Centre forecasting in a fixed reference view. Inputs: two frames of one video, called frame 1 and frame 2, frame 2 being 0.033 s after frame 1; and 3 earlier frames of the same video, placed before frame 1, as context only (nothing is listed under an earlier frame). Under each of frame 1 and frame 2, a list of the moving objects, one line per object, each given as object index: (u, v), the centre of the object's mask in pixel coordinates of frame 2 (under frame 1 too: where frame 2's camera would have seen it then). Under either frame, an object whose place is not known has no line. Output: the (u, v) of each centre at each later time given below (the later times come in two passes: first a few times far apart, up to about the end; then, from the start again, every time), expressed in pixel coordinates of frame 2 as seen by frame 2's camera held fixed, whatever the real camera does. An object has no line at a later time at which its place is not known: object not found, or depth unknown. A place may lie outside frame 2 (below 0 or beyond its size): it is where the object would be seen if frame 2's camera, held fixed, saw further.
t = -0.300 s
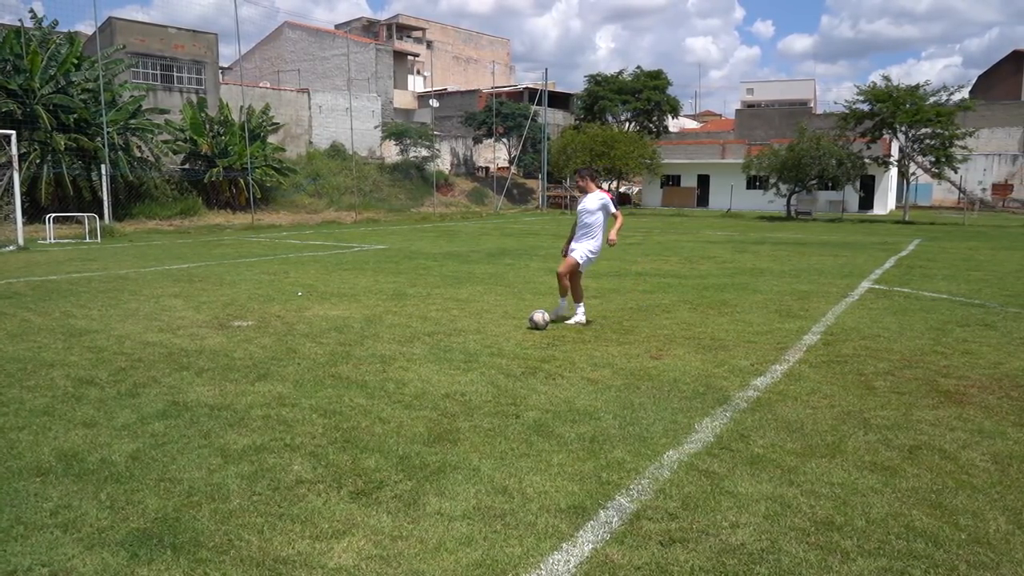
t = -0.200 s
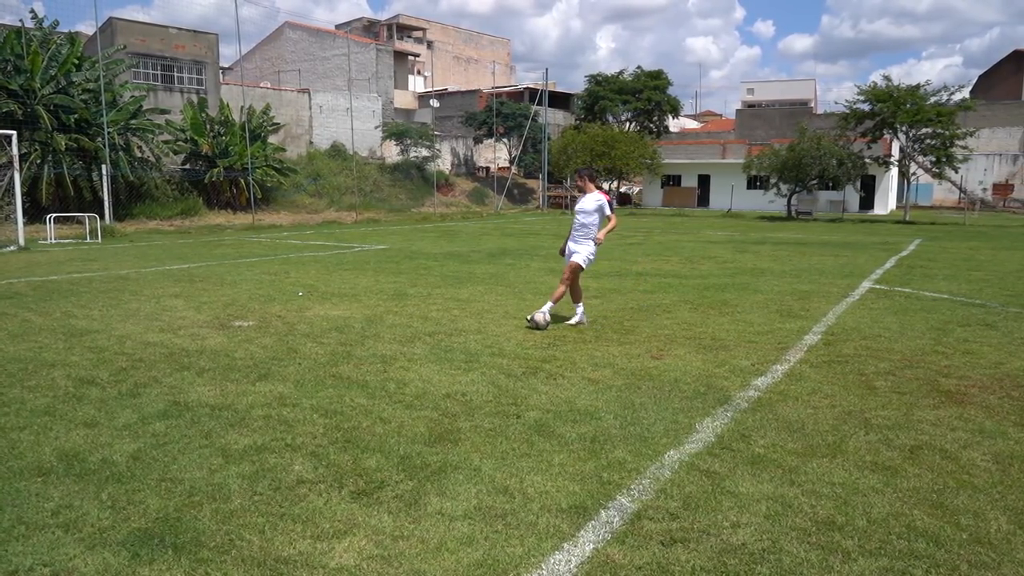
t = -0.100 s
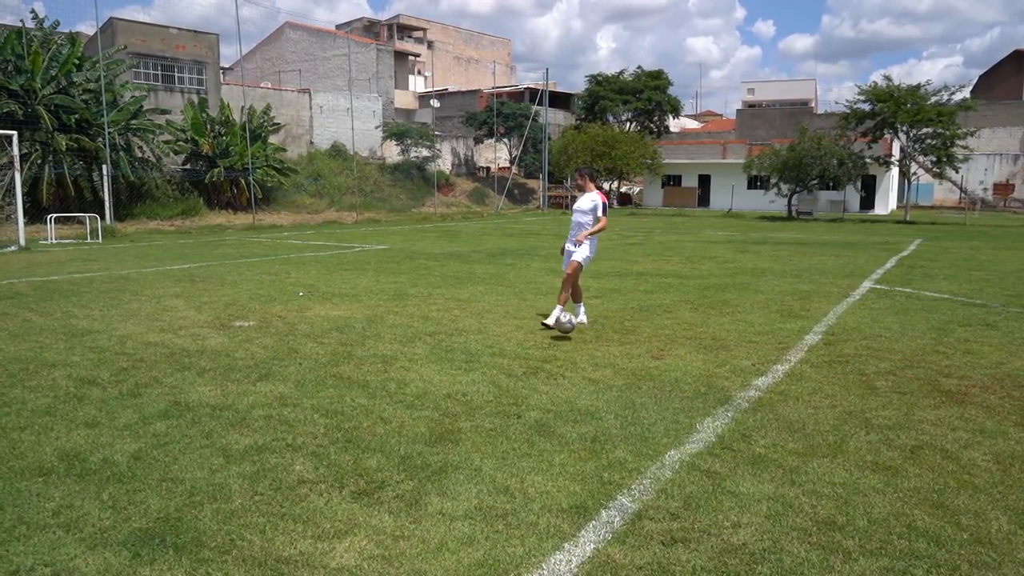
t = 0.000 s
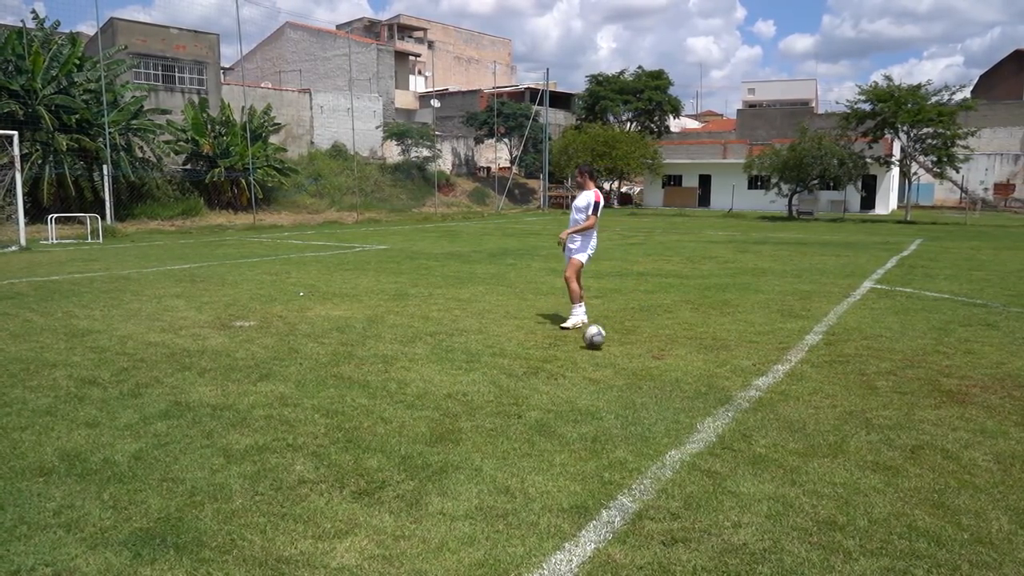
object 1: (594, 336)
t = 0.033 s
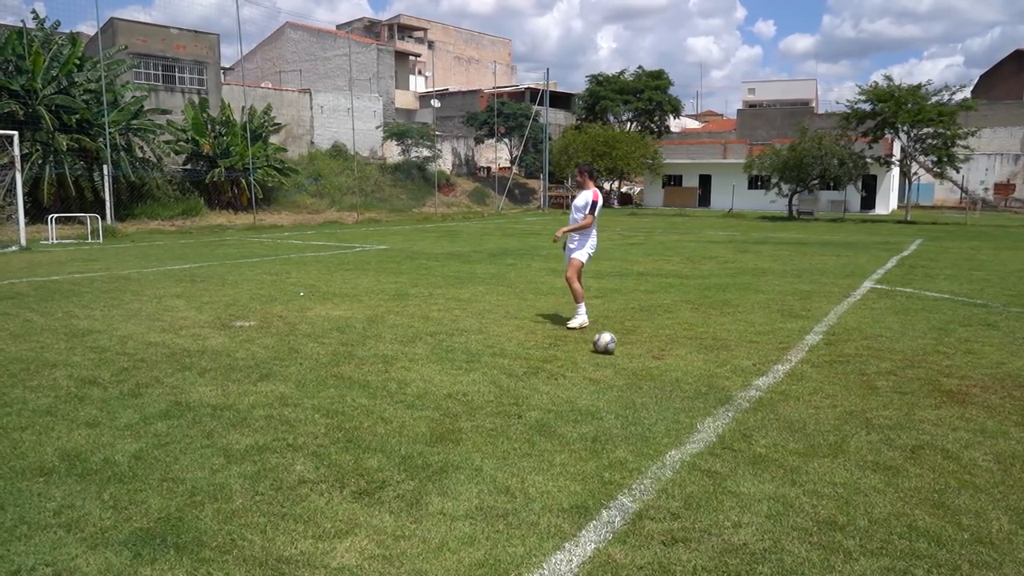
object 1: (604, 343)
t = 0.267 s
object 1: (667, 360)
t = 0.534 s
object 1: (730, 379)
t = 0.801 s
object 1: (806, 400)
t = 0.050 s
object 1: (609, 344)
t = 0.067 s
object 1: (613, 344)
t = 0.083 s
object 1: (618, 344)
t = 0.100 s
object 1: (622, 345)
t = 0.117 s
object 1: (626, 345)
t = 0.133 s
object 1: (631, 346)
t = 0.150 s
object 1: (635, 347)
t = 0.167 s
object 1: (640, 349)
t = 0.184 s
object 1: (644, 351)
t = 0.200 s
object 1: (649, 352)
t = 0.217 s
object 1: (653, 355)
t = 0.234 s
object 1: (658, 357)
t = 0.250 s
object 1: (663, 359)
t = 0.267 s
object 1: (667, 360)
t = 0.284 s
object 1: (670, 359)
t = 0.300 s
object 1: (674, 359)
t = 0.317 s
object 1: (678, 360)
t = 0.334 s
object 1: (682, 362)
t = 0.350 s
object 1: (686, 363)
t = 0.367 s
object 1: (689, 365)
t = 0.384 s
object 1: (693, 367)
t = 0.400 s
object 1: (697, 369)
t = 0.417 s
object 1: (701, 370)
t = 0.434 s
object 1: (705, 371)
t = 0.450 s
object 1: (709, 372)
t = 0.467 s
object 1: (713, 373)
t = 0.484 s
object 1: (717, 374)
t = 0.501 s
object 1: (721, 375)
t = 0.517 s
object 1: (726, 377)
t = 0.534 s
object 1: (730, 379)
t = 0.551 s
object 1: (735, 380)
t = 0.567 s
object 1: (739, 381)
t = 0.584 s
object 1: (744, 382)
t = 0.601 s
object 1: (748, 384)
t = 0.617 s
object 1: (752, 385)
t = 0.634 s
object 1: (757, 386)
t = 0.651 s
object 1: (762, 388)
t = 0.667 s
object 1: (766, 389)
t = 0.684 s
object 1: (771, 390)
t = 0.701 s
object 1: (775, 391)
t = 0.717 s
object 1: (780, 393)
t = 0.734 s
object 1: (786, 395)
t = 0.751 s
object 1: (790, 396)
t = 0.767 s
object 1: (796, 398)
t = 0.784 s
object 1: (801, 399)
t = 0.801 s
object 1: (806, 400)
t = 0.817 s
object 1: (811, 401)
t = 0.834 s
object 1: (816, 403)
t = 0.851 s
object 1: (821, 404)
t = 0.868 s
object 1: (827, 406)
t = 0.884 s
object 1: (832, 407)
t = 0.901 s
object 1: (837, 409)
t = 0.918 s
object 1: (843, 410)
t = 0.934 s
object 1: (848, 412)
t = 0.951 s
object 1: (853, 413)
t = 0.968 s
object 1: (859, 415)
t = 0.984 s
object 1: (864, 416)
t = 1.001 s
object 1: (870, 417)
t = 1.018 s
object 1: (876, 419)
